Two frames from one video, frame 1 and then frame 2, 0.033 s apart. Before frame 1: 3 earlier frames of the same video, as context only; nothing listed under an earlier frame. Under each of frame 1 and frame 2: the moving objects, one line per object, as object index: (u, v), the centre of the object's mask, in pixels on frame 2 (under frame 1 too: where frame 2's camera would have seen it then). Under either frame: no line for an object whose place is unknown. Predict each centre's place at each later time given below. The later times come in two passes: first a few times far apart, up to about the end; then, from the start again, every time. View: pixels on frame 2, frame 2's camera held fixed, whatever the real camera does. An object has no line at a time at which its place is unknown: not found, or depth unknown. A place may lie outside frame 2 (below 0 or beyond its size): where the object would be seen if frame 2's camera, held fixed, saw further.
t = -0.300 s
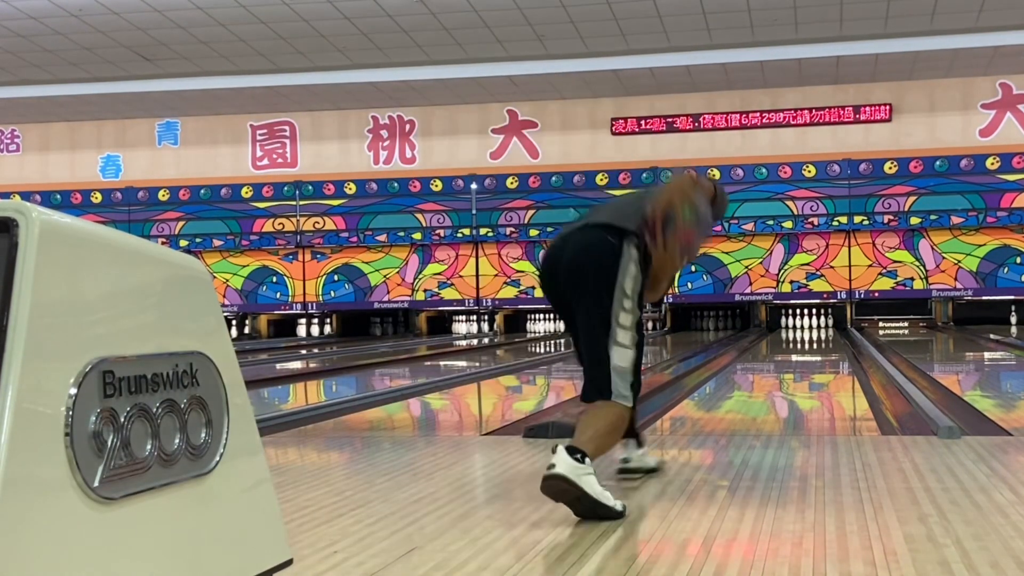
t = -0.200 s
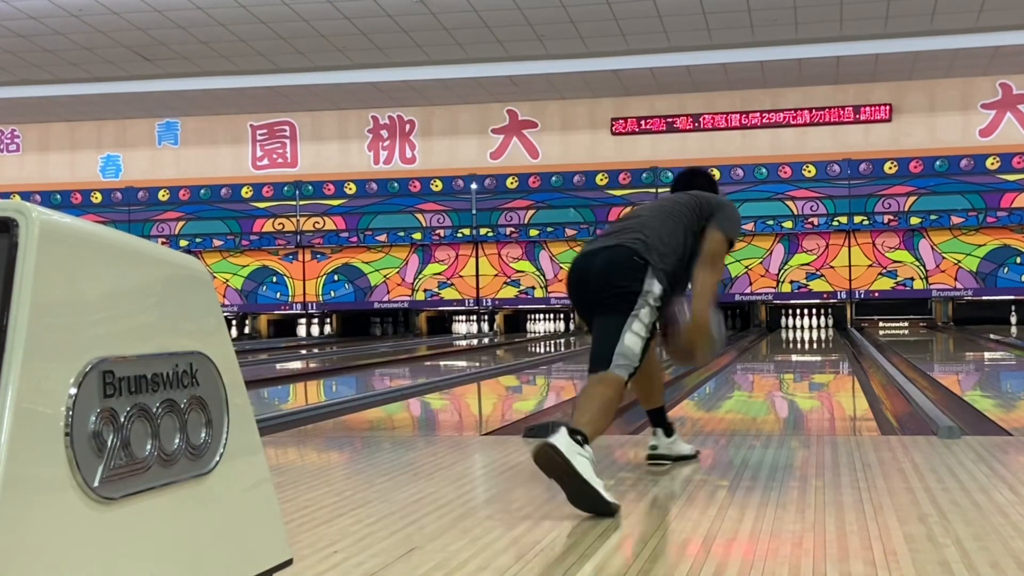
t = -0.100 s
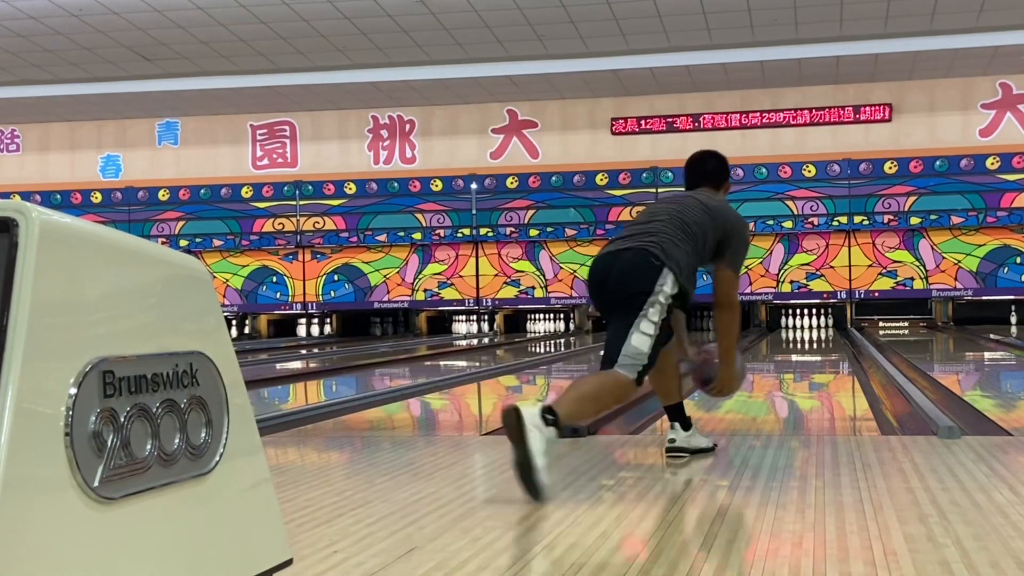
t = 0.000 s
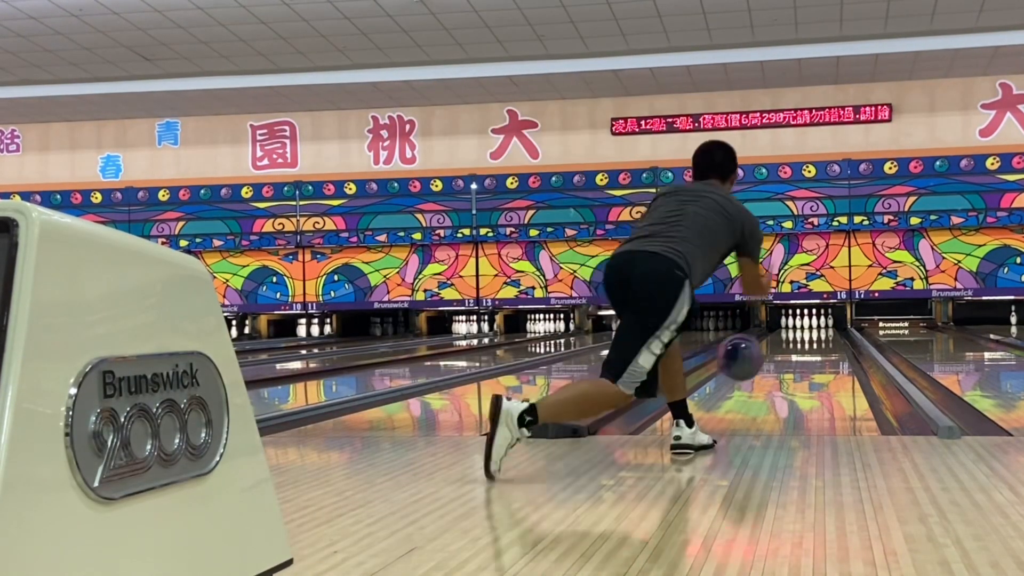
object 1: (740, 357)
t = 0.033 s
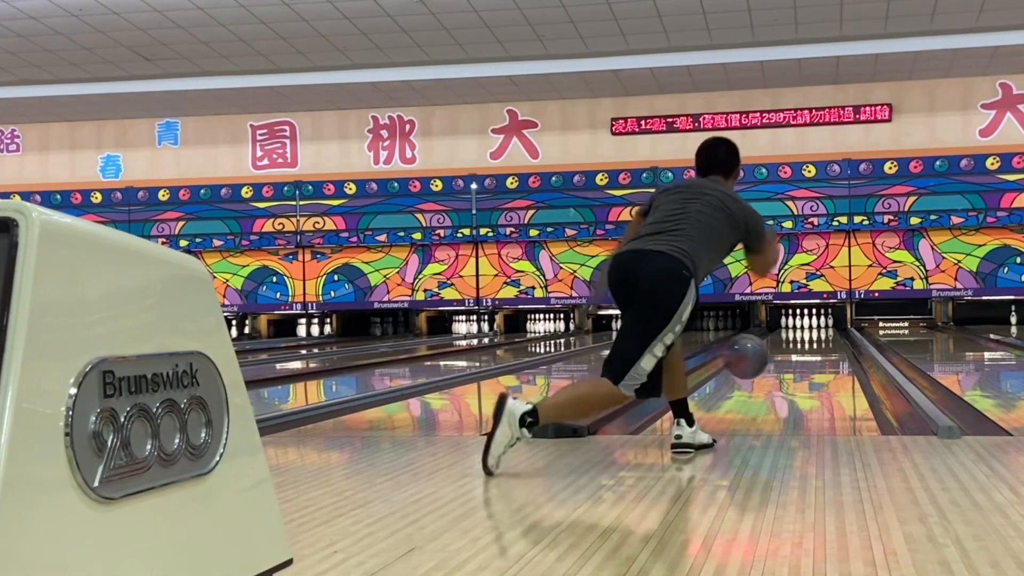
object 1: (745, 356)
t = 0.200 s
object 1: (770, 381)
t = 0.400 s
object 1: (788, 368)
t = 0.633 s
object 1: (803, 357)
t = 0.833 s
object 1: (811, 349)
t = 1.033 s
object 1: (817, 343)
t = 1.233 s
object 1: (820, 338)
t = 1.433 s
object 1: (823, 335)
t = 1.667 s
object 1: (824, 331)
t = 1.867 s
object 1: (823, 329)
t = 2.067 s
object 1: (819, 326)
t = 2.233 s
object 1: (814, 325)
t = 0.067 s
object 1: (751, 358)
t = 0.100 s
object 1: (757, 361)
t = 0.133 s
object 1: (762, 368)
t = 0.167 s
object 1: (766, 374)
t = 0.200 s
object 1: (770, 381)
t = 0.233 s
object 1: (774, 378)
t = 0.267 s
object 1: (777, 376)
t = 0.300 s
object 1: (780, 375)
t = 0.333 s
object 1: (783, 372)
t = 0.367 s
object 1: (785, 370)
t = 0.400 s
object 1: (788, 368)
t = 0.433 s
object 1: (791, 366)
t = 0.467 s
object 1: (793, 364)
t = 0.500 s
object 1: (796, 363)
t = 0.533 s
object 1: (798, 361)
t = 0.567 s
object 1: (800, 359)
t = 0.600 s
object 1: (801, 358)
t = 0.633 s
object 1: (803, 357)
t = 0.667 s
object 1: (805, 355)
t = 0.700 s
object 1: (806, 353)
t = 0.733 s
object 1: (807, 352)
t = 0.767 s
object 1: (808, 351)
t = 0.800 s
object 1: (810, 349)
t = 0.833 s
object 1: (811, 349)
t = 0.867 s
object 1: (812, 347)
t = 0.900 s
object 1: (813, 347)
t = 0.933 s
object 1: (814, 346)
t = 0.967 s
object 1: (815, 345)
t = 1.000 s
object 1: (816, 344)
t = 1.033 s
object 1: (817, 343)
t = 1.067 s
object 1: (817, 342)
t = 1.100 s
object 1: (818, 341)
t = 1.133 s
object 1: (819, 341)
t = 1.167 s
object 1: (819, 340)
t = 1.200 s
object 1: (820, 339)
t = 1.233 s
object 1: (820, 338)
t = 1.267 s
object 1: (821, 338)
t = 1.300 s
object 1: (821, 337)
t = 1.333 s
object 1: (822, 337)
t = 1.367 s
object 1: (822, 337)
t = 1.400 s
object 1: (823, 336)
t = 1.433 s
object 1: (823, 335)
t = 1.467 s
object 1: (823, 335)
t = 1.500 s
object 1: (823, 335)
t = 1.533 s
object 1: (824, 335)
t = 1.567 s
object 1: (824, 333)
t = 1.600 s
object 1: (824, 333)
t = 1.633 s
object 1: (824, 332)
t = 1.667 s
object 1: (824, 331)
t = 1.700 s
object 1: (824, 331)
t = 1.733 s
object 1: (824, 331)
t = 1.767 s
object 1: (823, 330)
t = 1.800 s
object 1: (823, 330)
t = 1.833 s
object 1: (823, 330)
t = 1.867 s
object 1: (823, 329)
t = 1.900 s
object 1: (822, 328)
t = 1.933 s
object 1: (822, 328)
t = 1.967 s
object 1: (822, 328)
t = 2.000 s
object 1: (821, 328)
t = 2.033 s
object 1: (820, 327)
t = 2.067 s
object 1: (819, 326)
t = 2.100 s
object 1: (817, 326)
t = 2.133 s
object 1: (817, 326)
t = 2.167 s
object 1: (816, 326)
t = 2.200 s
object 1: (815, 326)
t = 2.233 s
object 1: (814, 325)
